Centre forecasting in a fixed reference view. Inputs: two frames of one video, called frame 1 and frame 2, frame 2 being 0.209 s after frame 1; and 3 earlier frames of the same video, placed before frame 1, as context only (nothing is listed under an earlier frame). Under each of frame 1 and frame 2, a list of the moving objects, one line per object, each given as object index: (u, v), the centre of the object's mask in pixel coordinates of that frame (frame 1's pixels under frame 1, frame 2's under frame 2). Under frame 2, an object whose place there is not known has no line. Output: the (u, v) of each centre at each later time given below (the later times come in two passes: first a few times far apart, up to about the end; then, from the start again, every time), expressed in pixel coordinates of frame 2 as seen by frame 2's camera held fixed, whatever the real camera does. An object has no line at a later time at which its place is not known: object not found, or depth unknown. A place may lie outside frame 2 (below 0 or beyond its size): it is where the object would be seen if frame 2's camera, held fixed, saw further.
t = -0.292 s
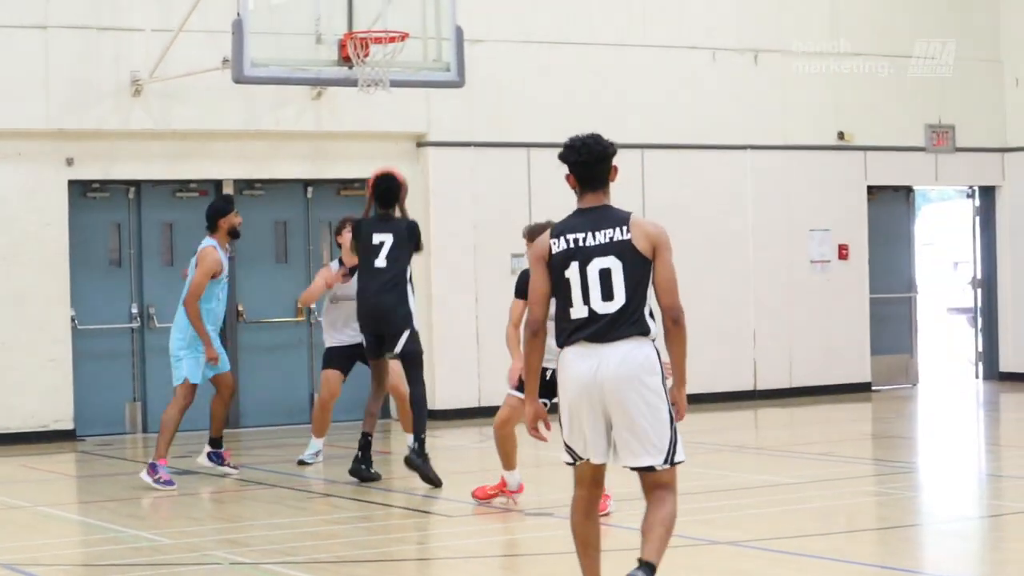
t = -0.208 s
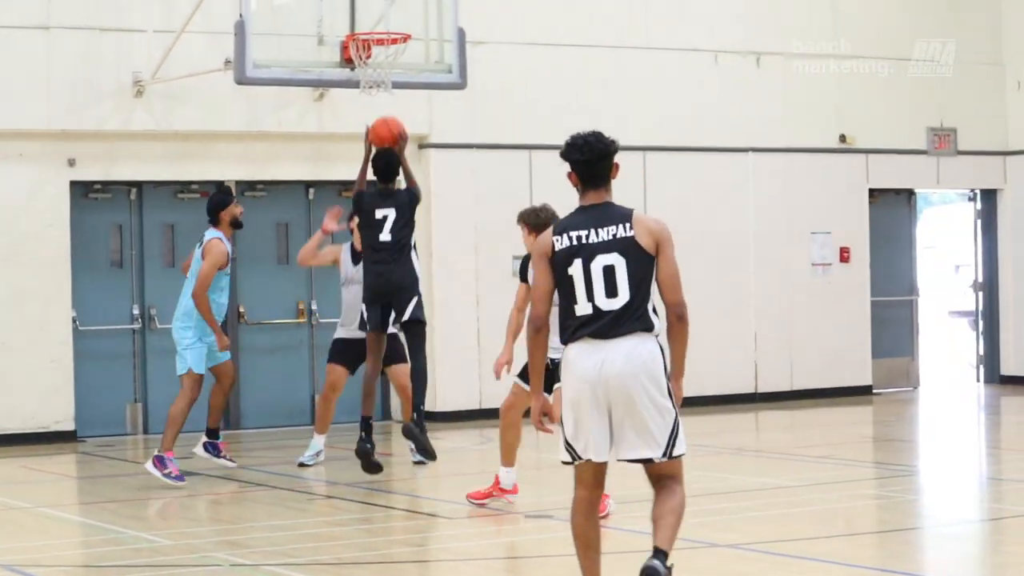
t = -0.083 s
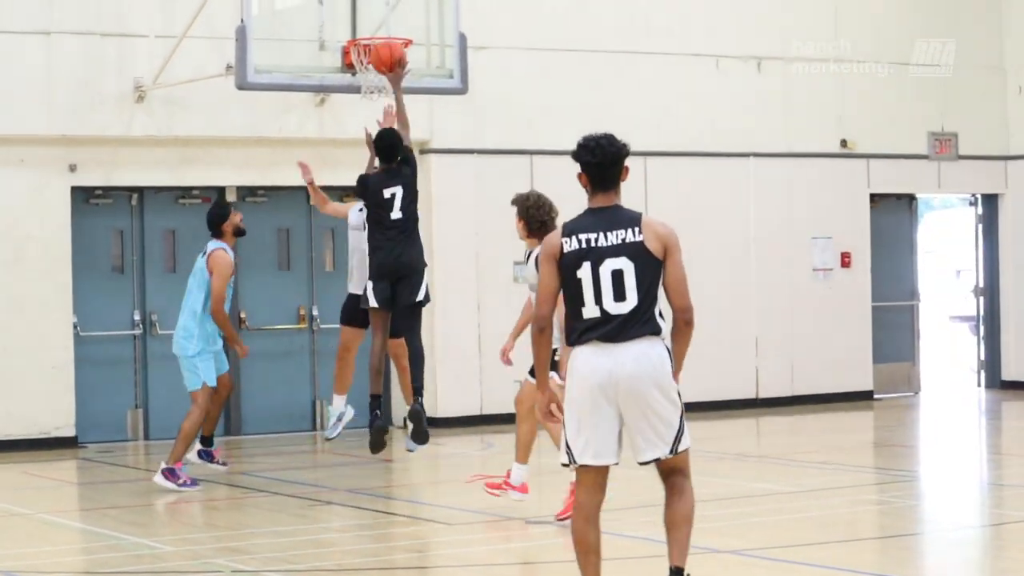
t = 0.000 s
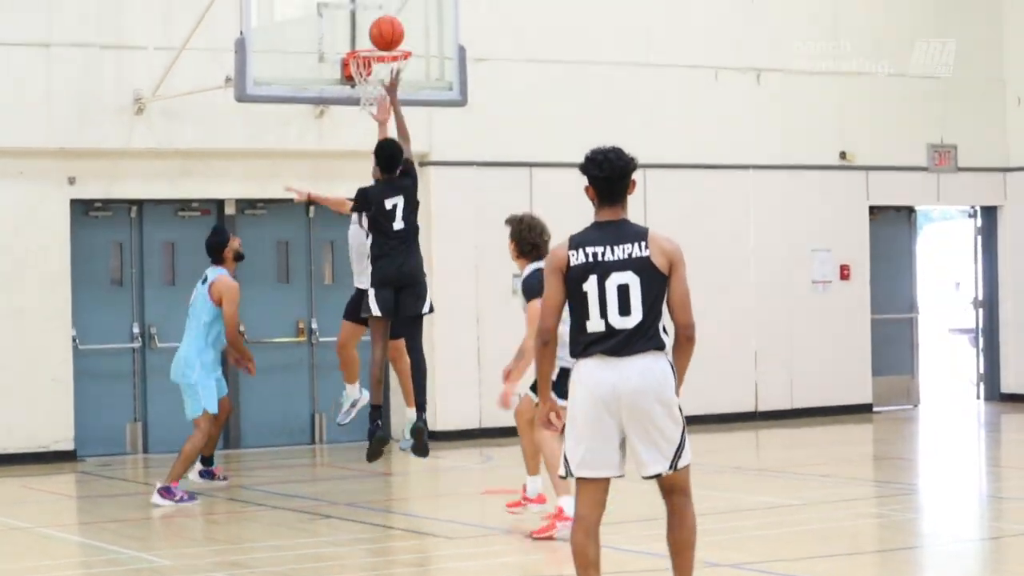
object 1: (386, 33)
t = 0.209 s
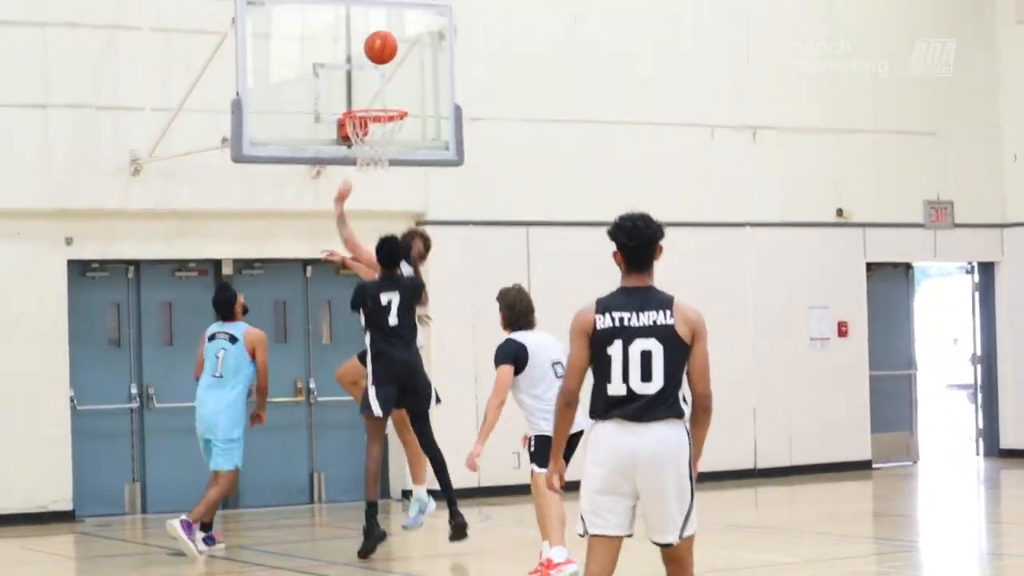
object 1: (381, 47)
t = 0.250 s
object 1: (381, 46)
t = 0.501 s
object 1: (382, 86)
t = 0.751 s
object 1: (383, 135)
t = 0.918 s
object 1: (377, 177)
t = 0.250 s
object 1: (381, 46)
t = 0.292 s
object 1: (381, 46)
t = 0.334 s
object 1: (381, 51)
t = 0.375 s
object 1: (382, 56)
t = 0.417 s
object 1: (382, 64)
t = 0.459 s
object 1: (382, 74)
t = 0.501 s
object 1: (382, 86)
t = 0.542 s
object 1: (383, 97)
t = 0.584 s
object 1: (383, 100)
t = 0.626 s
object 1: (383, 112)
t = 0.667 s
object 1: (383, 122)
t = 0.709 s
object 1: (384, 128)
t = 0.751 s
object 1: (383, 135)
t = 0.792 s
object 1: (381, 144)
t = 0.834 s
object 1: (379, 157)
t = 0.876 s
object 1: (378, 166)
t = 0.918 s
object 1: (377, 177)
